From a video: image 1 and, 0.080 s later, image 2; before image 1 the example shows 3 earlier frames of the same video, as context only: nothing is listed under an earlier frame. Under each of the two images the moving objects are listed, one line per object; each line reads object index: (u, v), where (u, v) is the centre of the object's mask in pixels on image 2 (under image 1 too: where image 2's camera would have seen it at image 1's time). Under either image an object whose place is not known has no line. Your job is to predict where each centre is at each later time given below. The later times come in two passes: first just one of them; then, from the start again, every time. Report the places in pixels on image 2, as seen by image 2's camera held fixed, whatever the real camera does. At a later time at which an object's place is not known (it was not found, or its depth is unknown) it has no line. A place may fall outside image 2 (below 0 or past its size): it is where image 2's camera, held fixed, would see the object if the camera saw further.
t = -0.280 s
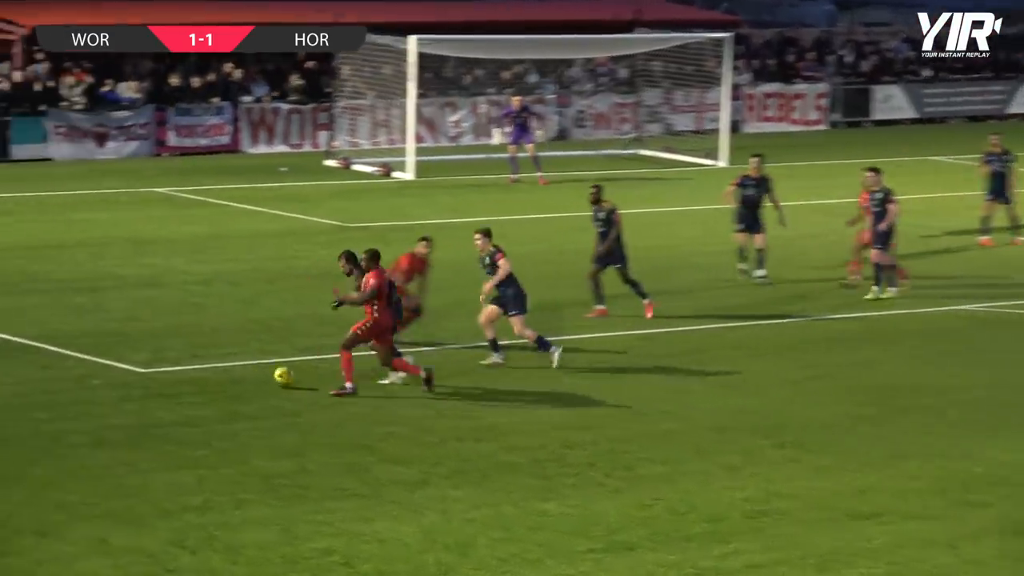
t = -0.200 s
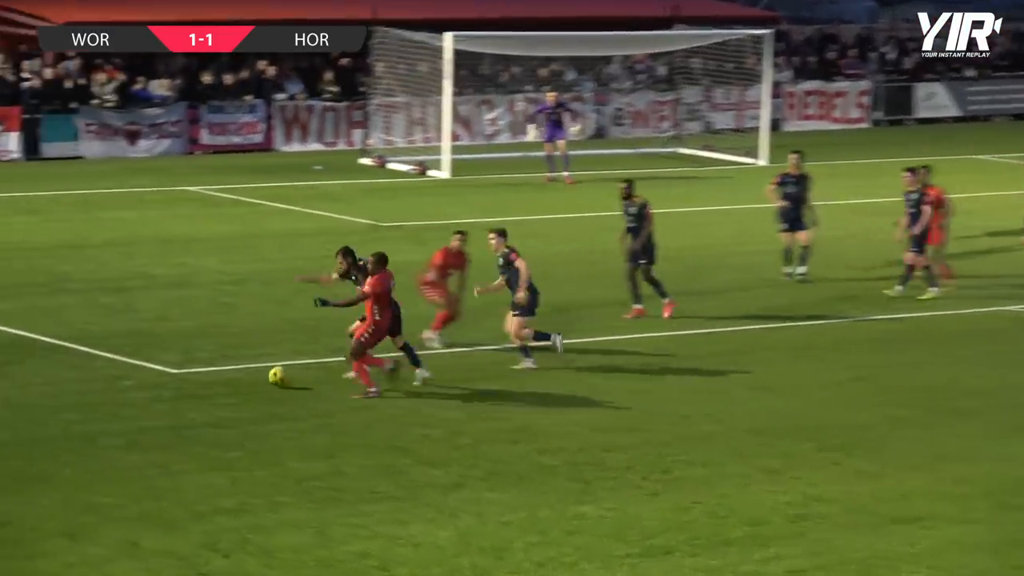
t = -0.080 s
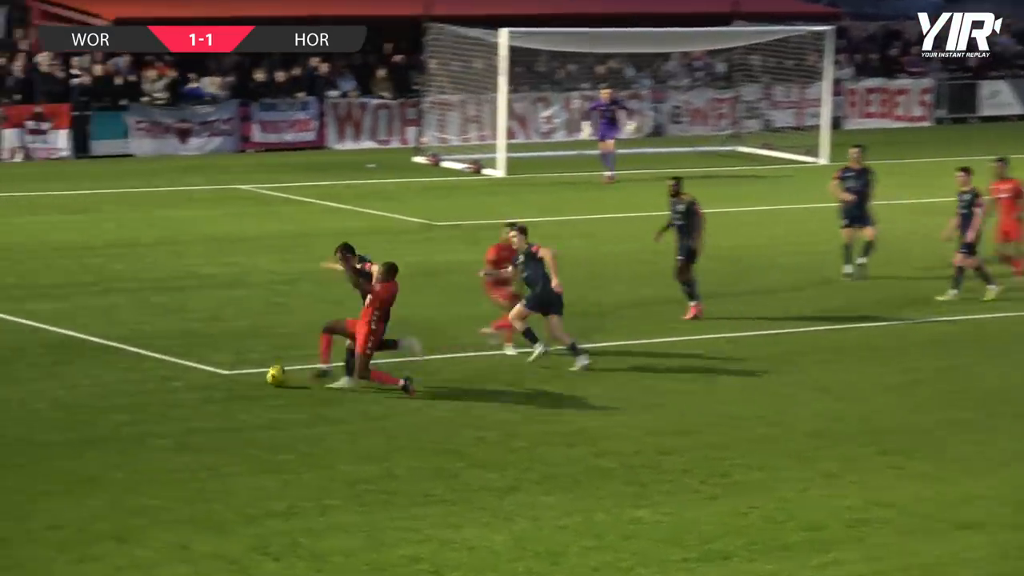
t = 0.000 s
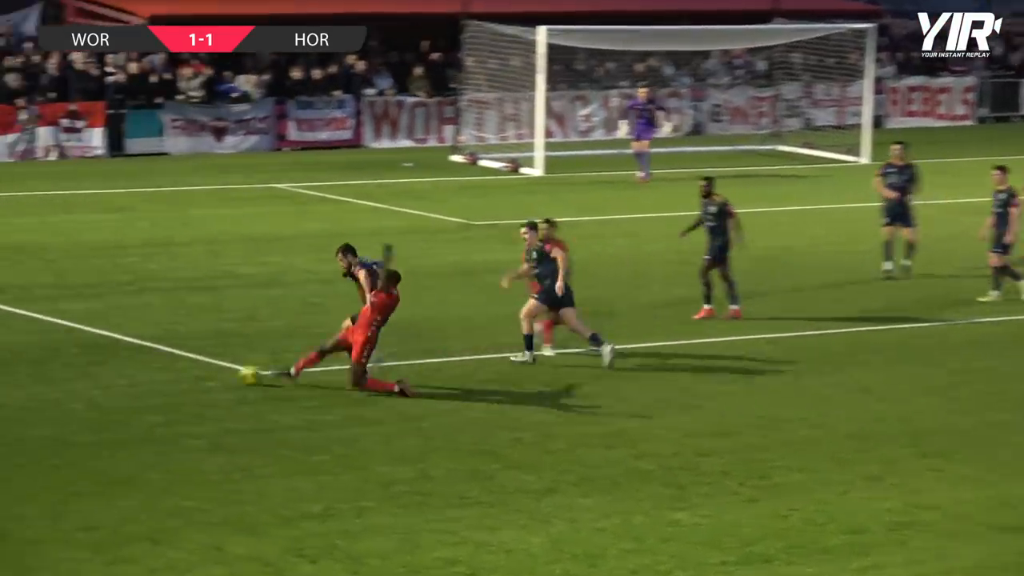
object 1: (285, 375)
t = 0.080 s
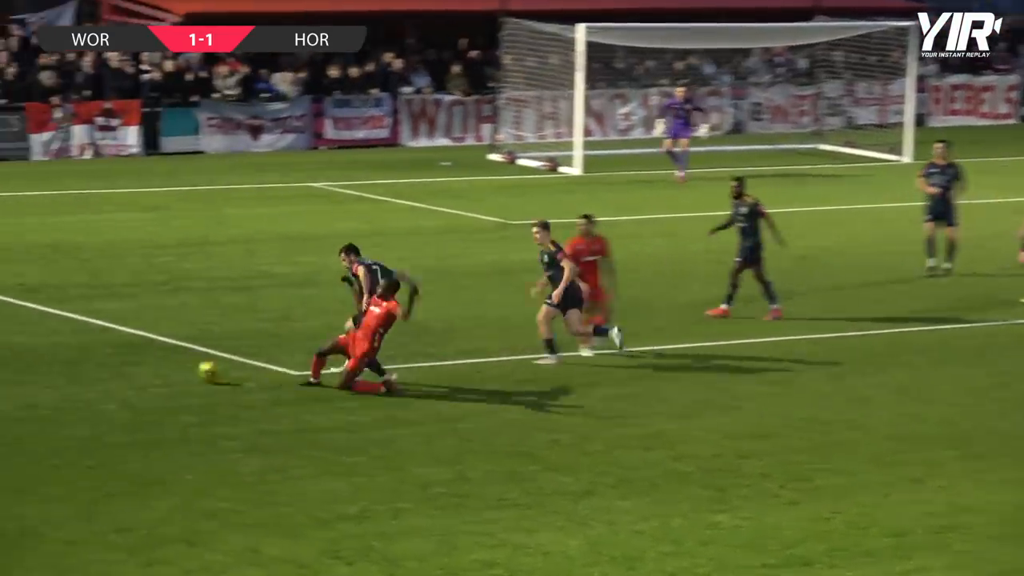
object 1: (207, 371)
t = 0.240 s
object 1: (61, 369)
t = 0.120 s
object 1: (169, 371)
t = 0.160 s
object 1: (129, 371)
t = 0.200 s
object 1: (94, 371)
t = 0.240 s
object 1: (61, 369)
